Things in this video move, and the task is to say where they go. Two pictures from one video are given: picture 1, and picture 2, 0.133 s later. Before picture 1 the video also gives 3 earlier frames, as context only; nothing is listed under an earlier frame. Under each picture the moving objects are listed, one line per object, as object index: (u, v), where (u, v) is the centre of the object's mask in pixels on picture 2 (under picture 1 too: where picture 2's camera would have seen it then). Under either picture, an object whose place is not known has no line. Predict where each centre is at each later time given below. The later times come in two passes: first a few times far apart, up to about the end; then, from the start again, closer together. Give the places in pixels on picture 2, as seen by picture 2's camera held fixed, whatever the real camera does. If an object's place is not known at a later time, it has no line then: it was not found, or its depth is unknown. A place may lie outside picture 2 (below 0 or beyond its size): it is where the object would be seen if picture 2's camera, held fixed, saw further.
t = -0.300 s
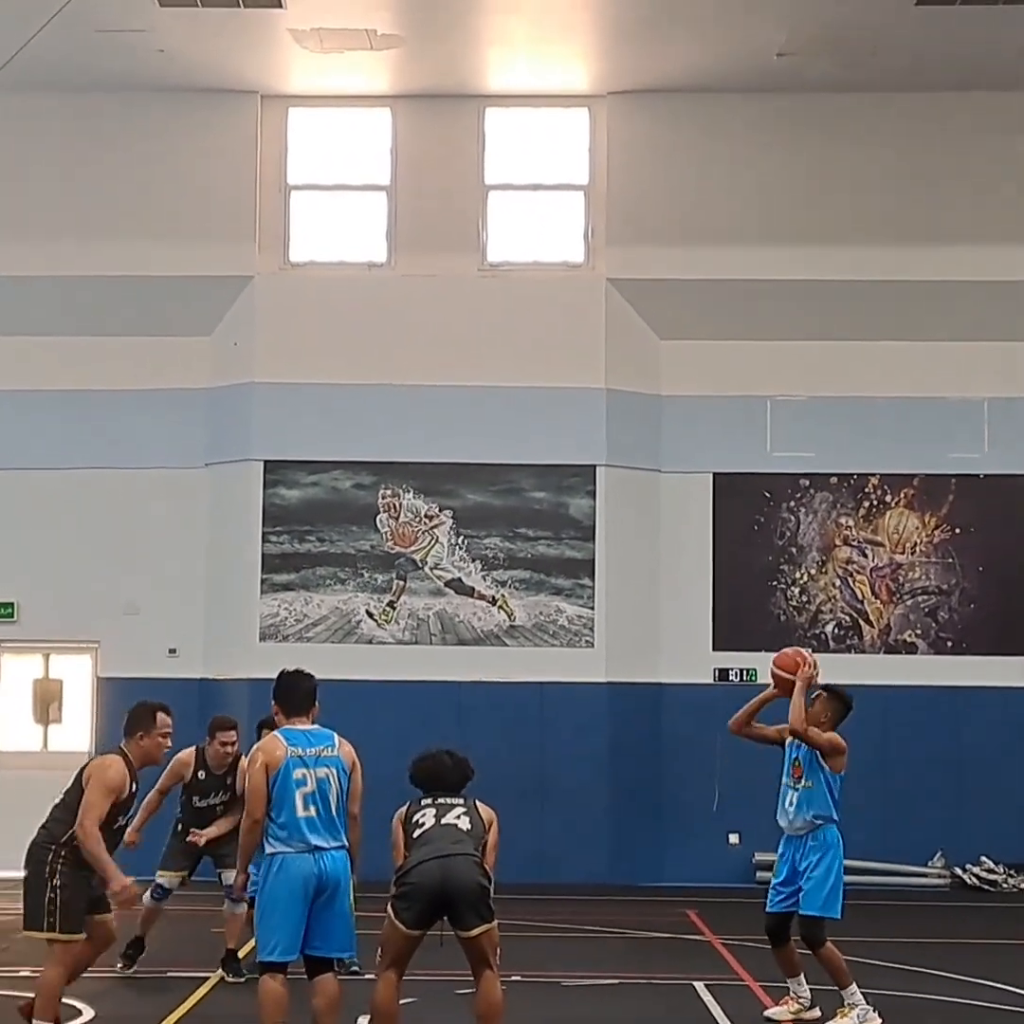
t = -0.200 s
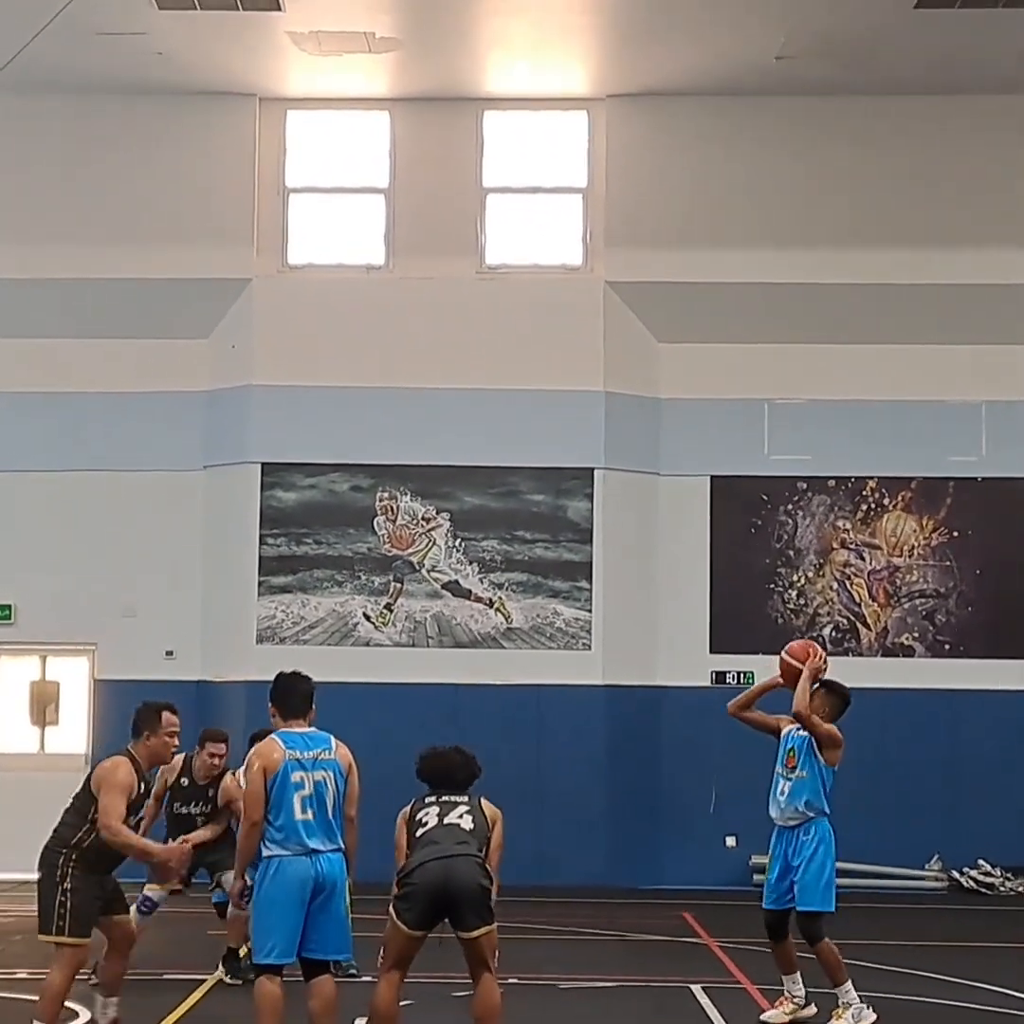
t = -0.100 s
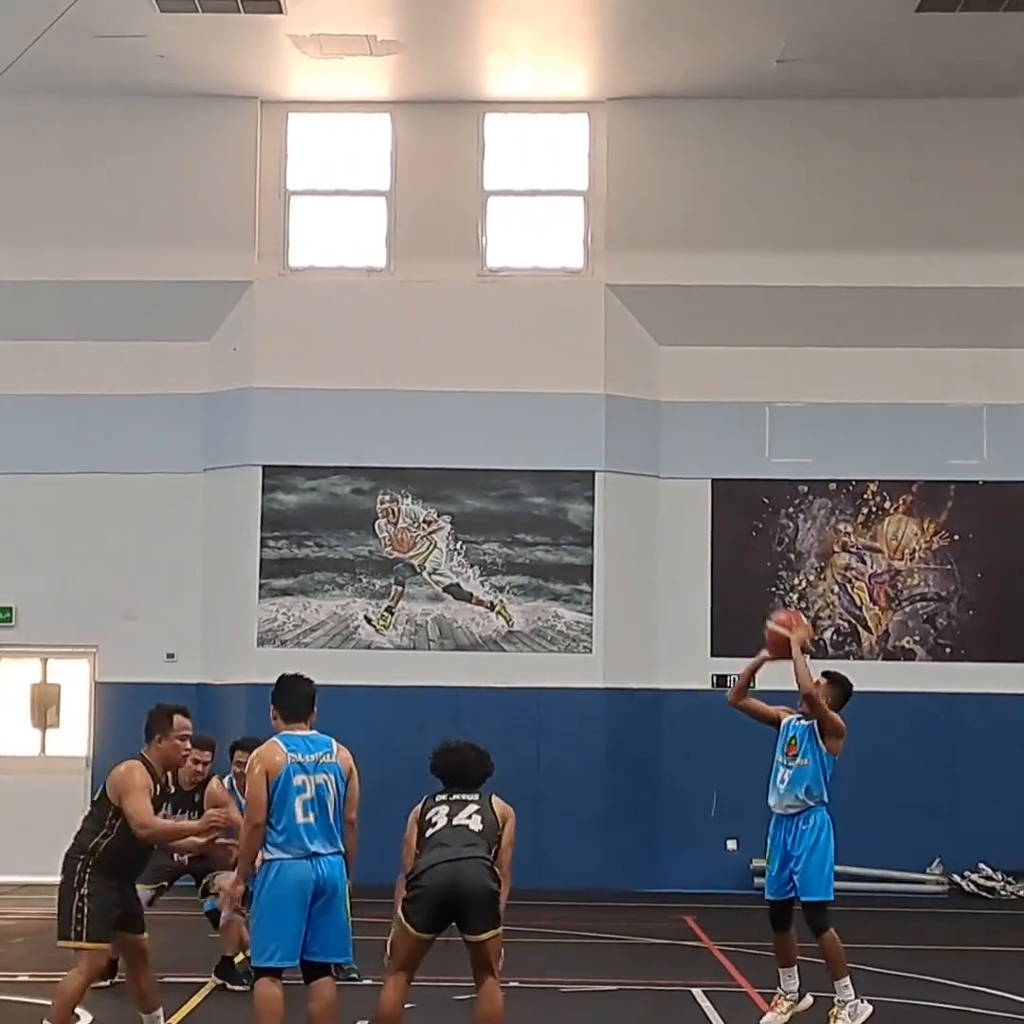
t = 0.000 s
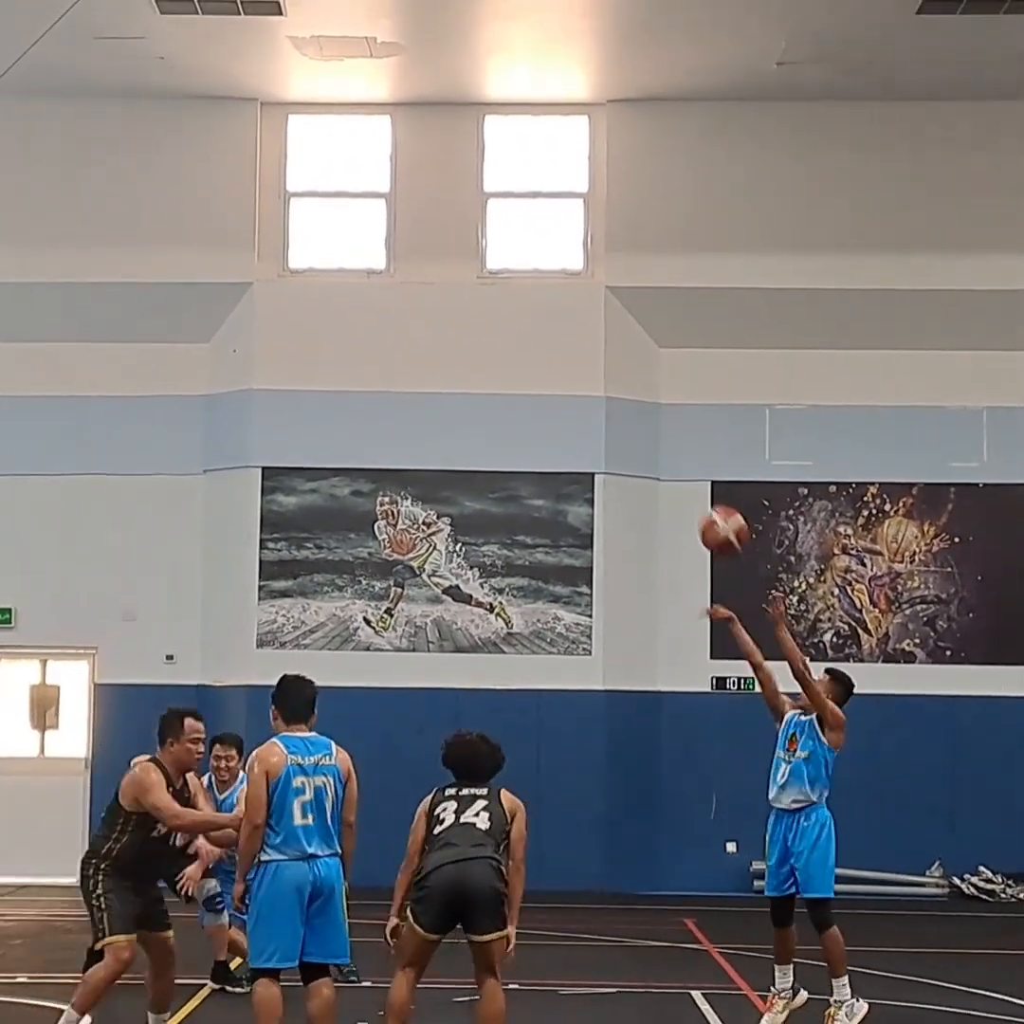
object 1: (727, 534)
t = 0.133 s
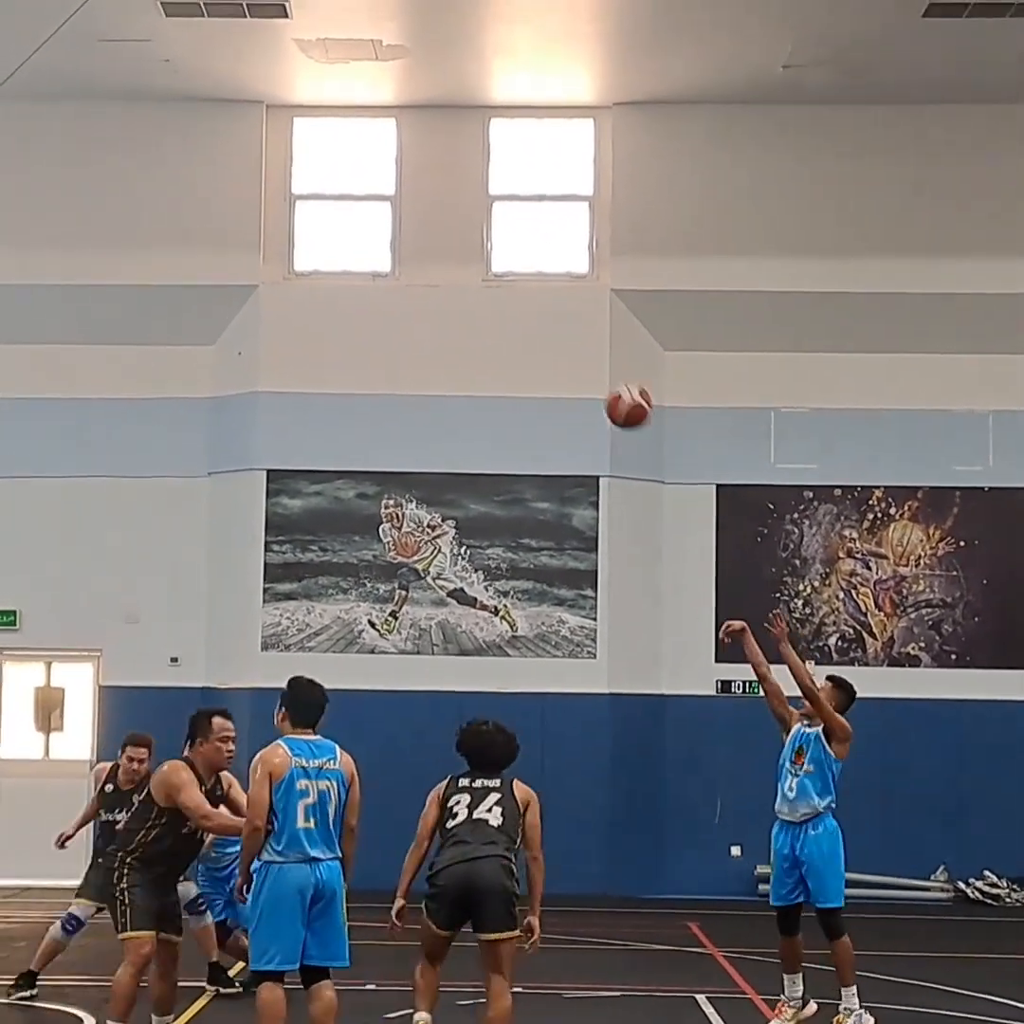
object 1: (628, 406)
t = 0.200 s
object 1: (579, 354)
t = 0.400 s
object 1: (434, 251)
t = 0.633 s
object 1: (266, 224)
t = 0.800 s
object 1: (145, 265)
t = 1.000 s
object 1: (0, 382)
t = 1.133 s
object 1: (35, 413)
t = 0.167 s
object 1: (604, 379)
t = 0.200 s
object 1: (579, 354)
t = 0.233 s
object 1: (555, 331)
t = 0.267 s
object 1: (531, 312)
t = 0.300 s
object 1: (507, 296)
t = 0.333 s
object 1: (481, 277)
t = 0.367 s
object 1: (458, 262)
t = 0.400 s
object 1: (434, 251)
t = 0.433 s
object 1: (411, 241)
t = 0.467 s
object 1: (387, 233)
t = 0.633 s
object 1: (266, 224)
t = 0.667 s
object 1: (241, 228)
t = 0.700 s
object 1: (218, 233)
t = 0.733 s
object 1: (194, 242)
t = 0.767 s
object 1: (169, 252)
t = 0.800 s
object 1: (145, 265)
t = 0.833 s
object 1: (121, 279)
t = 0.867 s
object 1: (97, 295)
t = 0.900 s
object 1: (74, 313)
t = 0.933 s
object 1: (49, 334)
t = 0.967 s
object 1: (25, 356)
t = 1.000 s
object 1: (0, 382)
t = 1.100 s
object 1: (11, 411)
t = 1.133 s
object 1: (35, 413)
